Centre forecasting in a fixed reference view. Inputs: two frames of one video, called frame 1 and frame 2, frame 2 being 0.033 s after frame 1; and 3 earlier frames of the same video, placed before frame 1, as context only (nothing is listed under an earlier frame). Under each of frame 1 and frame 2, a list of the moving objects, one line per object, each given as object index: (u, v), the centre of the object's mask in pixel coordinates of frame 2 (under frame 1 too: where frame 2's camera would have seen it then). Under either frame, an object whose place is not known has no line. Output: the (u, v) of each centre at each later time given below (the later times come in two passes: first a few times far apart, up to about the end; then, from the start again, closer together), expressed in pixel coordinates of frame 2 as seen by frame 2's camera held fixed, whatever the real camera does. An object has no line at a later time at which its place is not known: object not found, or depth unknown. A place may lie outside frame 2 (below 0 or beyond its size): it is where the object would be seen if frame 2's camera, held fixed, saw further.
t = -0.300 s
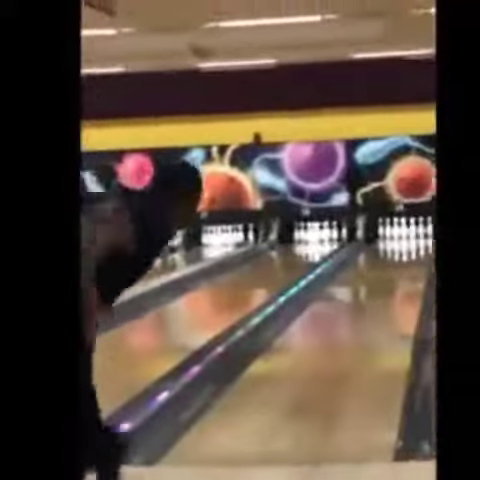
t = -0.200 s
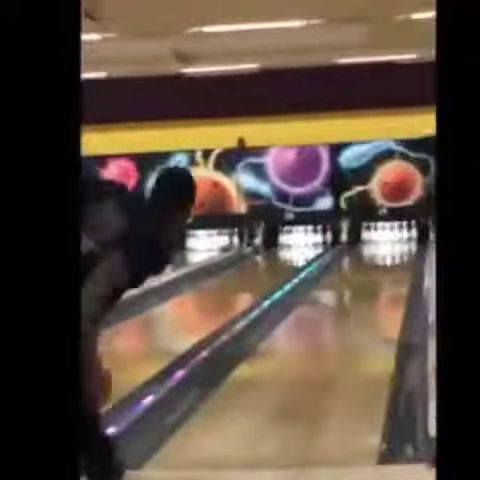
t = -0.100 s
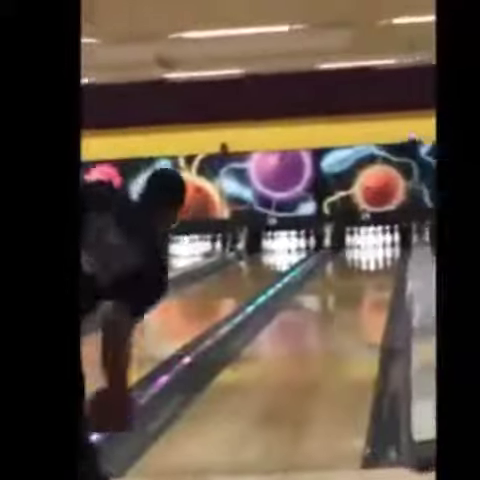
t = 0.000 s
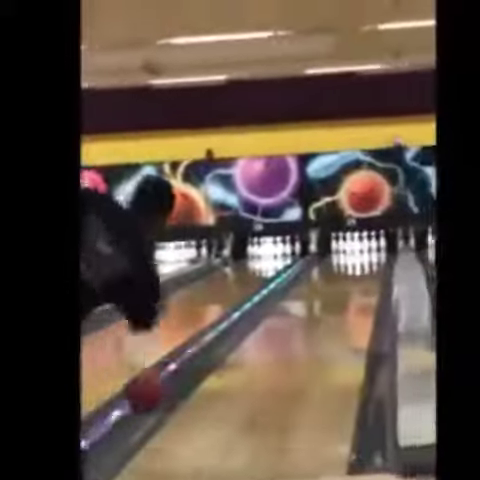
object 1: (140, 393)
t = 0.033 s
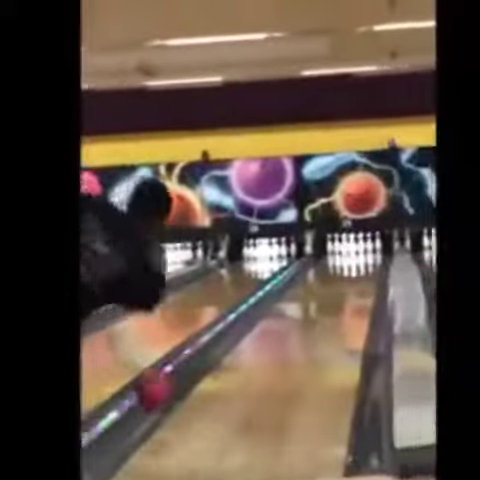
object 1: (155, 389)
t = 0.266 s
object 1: (231, 374)
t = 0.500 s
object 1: (276, 343)
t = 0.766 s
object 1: (311, 316)
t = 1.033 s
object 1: (335, 298)
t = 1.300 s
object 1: (350, 285)
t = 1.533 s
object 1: (359, 275)
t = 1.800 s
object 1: (370, 267)
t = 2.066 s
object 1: (370, 259)
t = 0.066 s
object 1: (167, 383)
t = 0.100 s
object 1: (184, 385)
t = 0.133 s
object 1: (196, 389)
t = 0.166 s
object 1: (203, 389)
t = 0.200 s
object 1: (215, 390)
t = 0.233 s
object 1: (223, 381)
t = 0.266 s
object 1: (231, 374)
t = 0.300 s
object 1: (239, 370)
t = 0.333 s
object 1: (246, 364)
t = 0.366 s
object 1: (253, 360)
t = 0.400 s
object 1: (260, 354)
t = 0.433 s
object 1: (265, 350)
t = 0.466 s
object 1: (271, 346)
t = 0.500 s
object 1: (276, 343)
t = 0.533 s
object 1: (282, 340)
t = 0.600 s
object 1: (290, 332)
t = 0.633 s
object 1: (296, 328)
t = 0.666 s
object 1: (301, 324)
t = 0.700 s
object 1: (304, 322)
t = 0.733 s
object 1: (307, 319)
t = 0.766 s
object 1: (311, 316)
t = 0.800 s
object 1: (313, 314)
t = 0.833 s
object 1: (317, 311)
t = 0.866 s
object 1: (319, 307)
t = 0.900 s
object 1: (324, 308)
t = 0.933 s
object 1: (327, 304)
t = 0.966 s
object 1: (330, 301)
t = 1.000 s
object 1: (333, 300)
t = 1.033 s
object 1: (335, 298)
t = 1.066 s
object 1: (336, 298)
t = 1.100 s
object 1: (341, 293)
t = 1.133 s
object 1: (343, 292)
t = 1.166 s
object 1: (345, 291)
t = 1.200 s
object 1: (346, 289)
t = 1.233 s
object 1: (347, 288)
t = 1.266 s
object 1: (349, 287)
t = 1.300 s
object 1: (350, 285)
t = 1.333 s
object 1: (353, 283)
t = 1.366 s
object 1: (355, 280)
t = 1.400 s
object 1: (356, 278)
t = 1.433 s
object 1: (356, 278)
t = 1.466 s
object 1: (357, 278)
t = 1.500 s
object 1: (357, 275)
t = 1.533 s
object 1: (359, 275)
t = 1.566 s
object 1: (361, 273)
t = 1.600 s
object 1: (362, 272)
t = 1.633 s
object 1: (362, 272)
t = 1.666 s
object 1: (363, 271)
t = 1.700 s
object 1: (364, 270)
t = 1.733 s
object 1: (368, 268)
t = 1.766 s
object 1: (370, 267)
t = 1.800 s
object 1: (370, 267)
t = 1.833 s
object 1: (369, 267)
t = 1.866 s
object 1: (369, 264)
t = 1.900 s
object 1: (369, 263)
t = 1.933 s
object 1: (370, 263)
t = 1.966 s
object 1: (370, 263)
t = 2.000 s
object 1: (370, 262)
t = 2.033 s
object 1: (370, 263)
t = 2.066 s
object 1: (370, 259)
